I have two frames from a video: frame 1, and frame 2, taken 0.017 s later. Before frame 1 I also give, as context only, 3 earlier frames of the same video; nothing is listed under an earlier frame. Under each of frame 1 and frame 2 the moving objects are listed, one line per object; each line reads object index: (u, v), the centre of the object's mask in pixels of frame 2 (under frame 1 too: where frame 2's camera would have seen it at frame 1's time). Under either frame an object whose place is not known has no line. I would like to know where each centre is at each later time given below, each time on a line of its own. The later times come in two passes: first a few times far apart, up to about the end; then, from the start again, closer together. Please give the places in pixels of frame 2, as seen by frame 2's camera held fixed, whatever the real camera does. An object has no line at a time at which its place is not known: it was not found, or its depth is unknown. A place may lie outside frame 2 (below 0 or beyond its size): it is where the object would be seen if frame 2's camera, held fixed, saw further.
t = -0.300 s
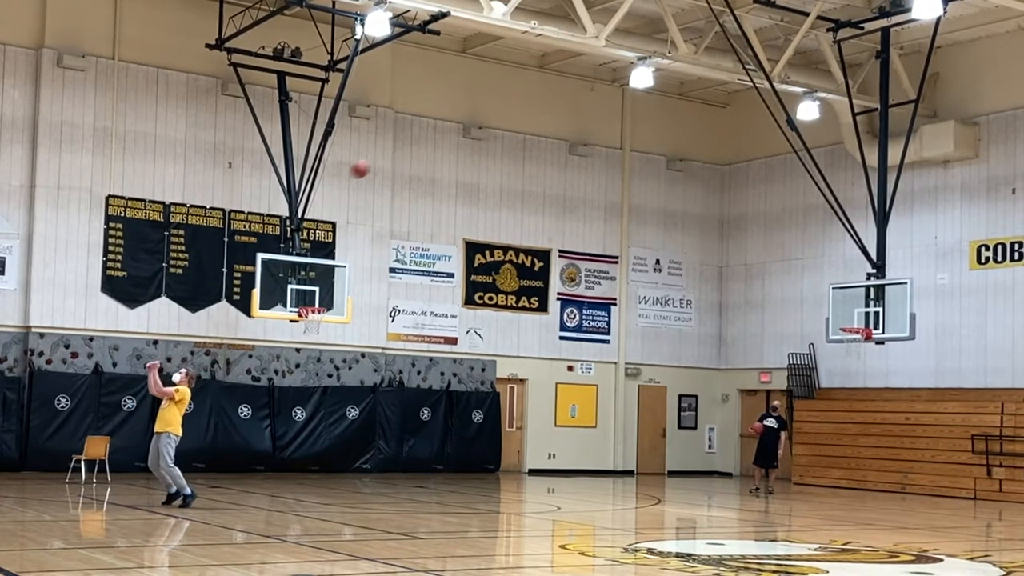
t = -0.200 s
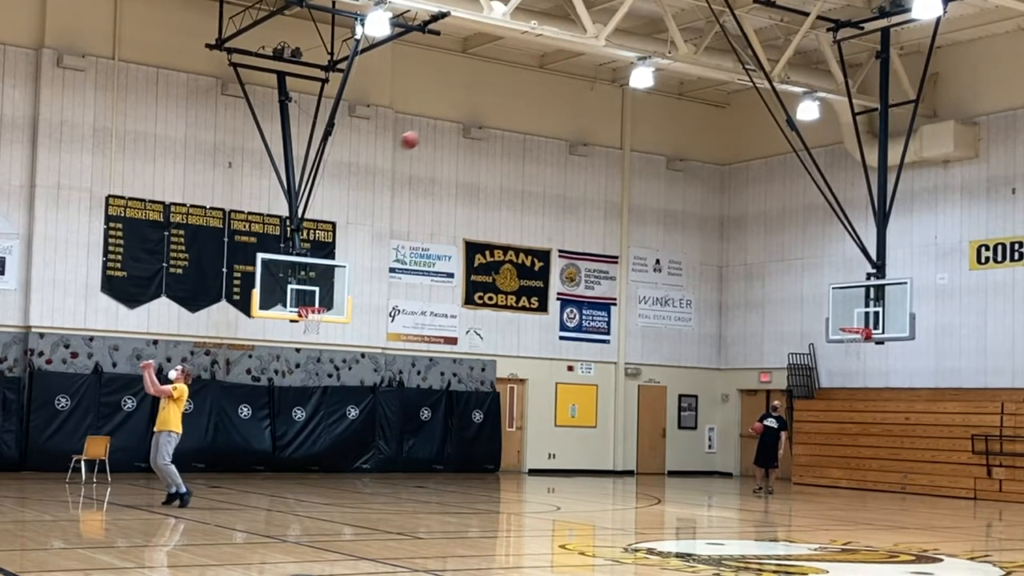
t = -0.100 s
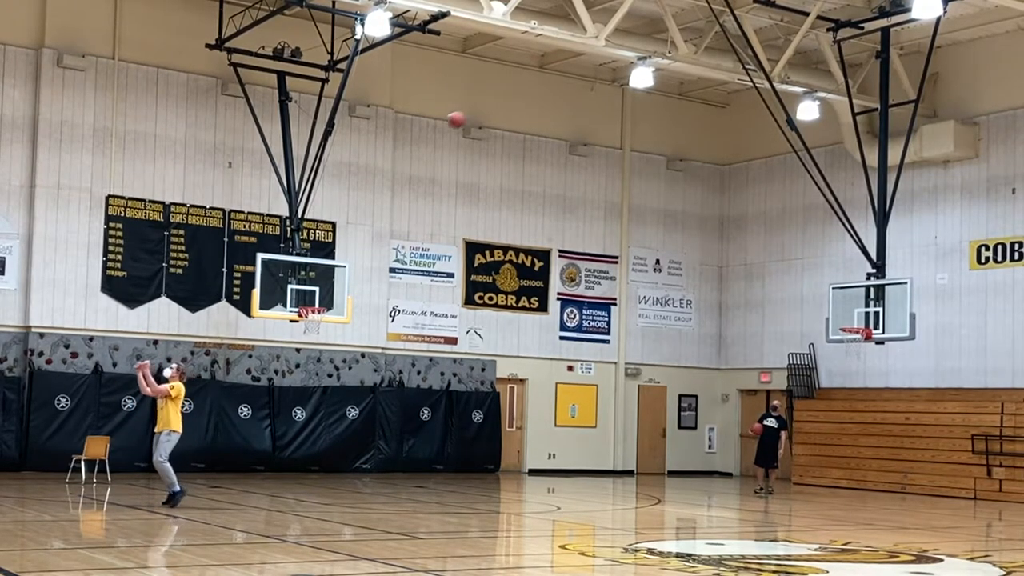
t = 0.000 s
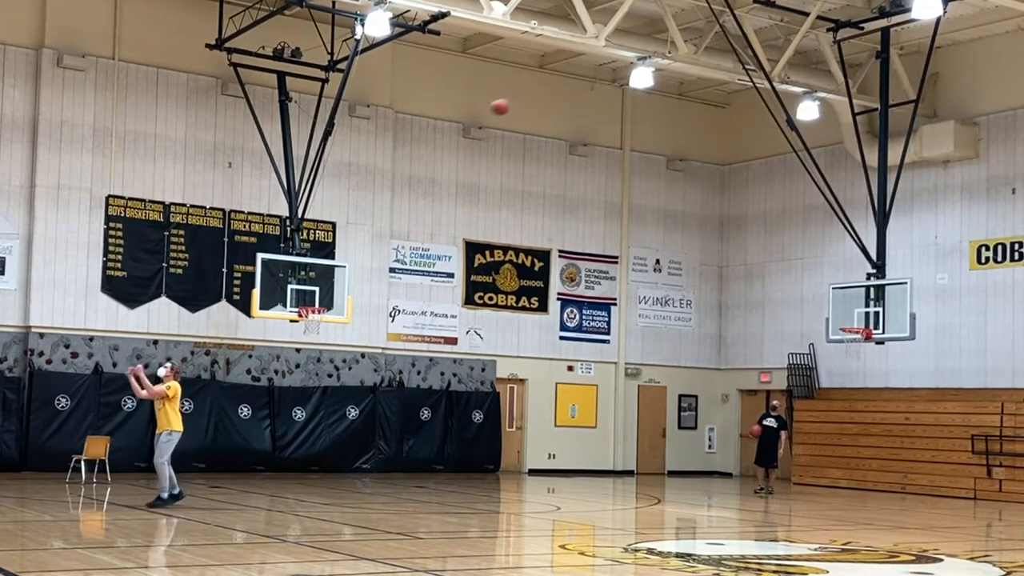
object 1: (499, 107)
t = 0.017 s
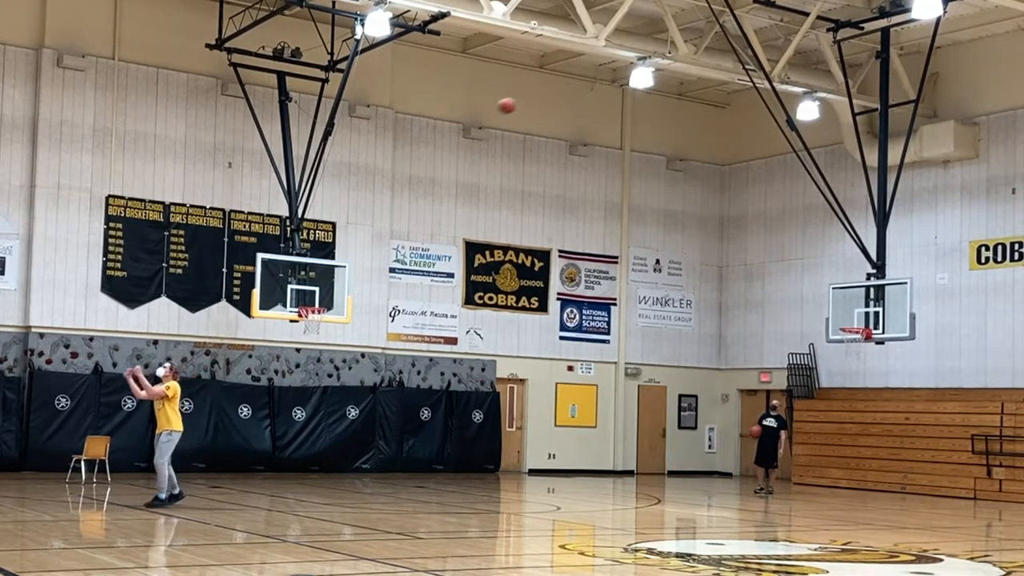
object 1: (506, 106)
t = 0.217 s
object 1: (587, 101)
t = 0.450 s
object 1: (672, 126)
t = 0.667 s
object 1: (741, 174)
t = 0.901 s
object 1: (809, 251)
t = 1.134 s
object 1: (858, 340)
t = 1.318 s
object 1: (839, 339)
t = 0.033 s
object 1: (513, 104)
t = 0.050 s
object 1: (521, 103)
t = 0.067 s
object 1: (528, 102)
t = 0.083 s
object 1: (535, 101)
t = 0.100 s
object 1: (541, 100)
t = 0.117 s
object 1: (548, 100)
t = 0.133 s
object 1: (555, 100)
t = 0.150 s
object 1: (561, 100)
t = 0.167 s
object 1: (568, 100)
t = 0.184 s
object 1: (575, 100)
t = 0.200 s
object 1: (581, 101)
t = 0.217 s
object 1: (587, 101)
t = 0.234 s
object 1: (594, 102)
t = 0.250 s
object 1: (600, 103)
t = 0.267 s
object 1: (607, 104)
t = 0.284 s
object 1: (613, 105)
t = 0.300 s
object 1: (618, 106)
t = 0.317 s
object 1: (625, 108)
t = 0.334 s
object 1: (631, 110)
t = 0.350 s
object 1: (637, 112)
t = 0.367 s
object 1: (643, 113)
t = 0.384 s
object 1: (649, 115)
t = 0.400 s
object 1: (655, 118)
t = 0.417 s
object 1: (661, 120)
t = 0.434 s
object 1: (666, 123)
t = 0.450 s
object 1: (672, 126)
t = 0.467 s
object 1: (677, 129)
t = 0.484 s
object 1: (683, 132)
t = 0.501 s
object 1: (689, 135)
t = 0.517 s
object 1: (694, 138)
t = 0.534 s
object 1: (699, 142)
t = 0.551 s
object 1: (705, 145)
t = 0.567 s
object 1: (710, 149)
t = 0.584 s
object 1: (715, 153)
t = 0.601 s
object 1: (721, 157)
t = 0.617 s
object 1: (725, 161)
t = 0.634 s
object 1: (731, 165)
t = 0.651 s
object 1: (735, 169)
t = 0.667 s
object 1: (741, 174)
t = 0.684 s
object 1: (746, 179)
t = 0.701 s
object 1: (752, 184)
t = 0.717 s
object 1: (757, 189)
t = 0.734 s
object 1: (762, 194)
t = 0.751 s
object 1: (767, 199)
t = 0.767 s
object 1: (771, 204)
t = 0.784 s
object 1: (777, 210)
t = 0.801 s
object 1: (782, 216)
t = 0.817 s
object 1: (786, 221)
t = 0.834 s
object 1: (791, 227)
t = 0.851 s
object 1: (796, 233)
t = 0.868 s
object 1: (800, 239)
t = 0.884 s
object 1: (805, 245)
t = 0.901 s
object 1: (809, 251)
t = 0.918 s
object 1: (814, 257)
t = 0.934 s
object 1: (818, 263)
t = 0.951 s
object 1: (823, 270)
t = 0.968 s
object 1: (827, 276)
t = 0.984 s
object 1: (832, 284)
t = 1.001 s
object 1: (837, 291)
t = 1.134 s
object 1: (858, 340)
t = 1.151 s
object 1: (858, 340)
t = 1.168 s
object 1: (856, 341)
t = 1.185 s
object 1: (853, 342)
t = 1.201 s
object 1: (851, 342)
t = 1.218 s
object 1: (848, 342)
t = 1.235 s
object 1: (847, 341)
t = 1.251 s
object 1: (845, 341)
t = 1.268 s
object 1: (843, 340)
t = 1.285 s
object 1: (842, 340)
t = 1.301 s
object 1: (841, 339)
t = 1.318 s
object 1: (839, 339)
